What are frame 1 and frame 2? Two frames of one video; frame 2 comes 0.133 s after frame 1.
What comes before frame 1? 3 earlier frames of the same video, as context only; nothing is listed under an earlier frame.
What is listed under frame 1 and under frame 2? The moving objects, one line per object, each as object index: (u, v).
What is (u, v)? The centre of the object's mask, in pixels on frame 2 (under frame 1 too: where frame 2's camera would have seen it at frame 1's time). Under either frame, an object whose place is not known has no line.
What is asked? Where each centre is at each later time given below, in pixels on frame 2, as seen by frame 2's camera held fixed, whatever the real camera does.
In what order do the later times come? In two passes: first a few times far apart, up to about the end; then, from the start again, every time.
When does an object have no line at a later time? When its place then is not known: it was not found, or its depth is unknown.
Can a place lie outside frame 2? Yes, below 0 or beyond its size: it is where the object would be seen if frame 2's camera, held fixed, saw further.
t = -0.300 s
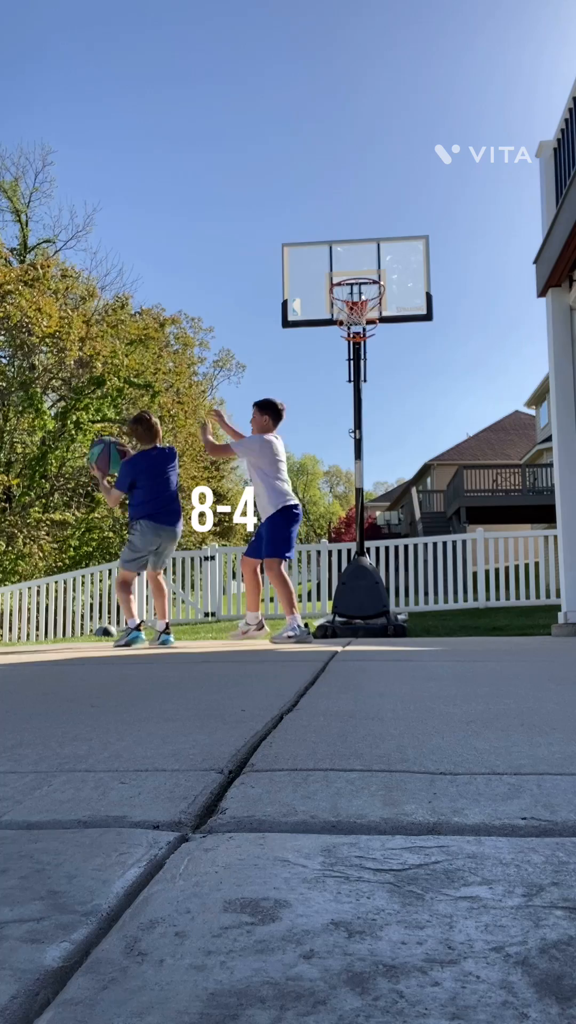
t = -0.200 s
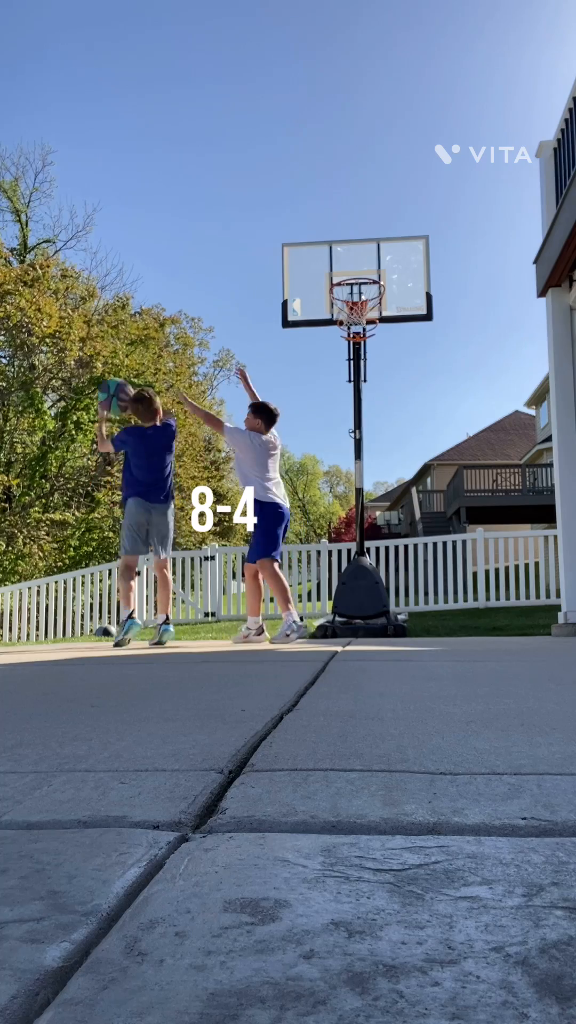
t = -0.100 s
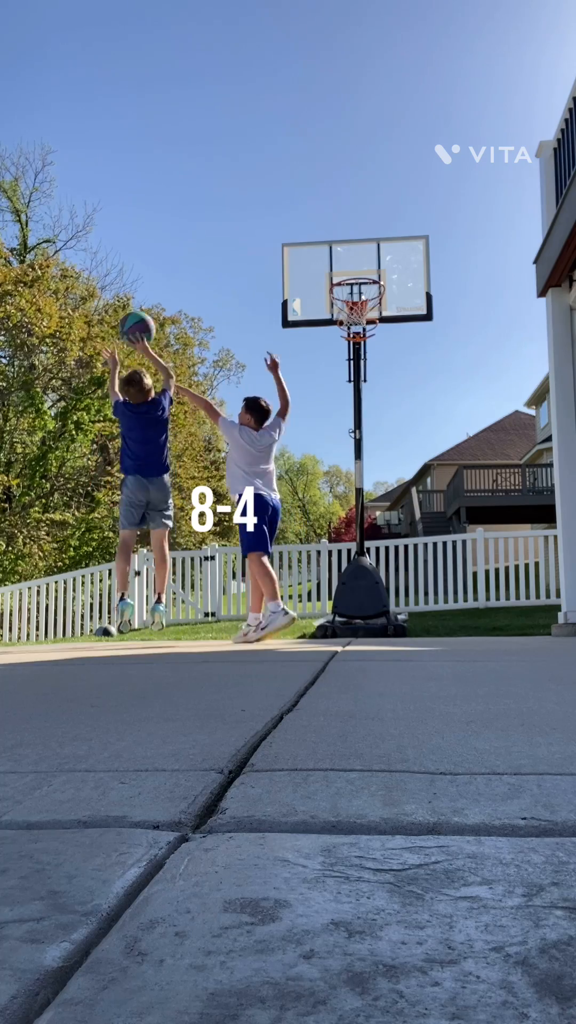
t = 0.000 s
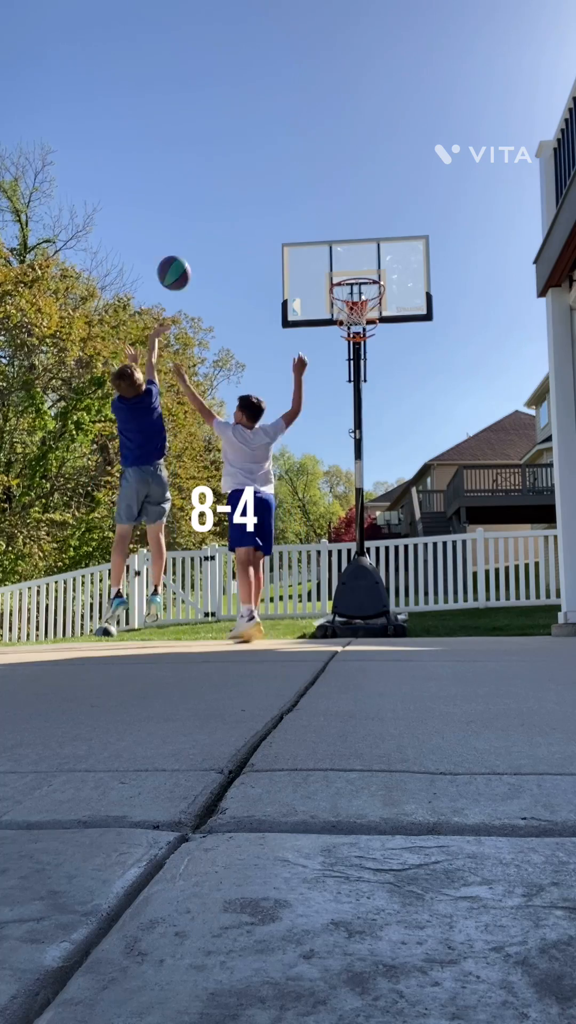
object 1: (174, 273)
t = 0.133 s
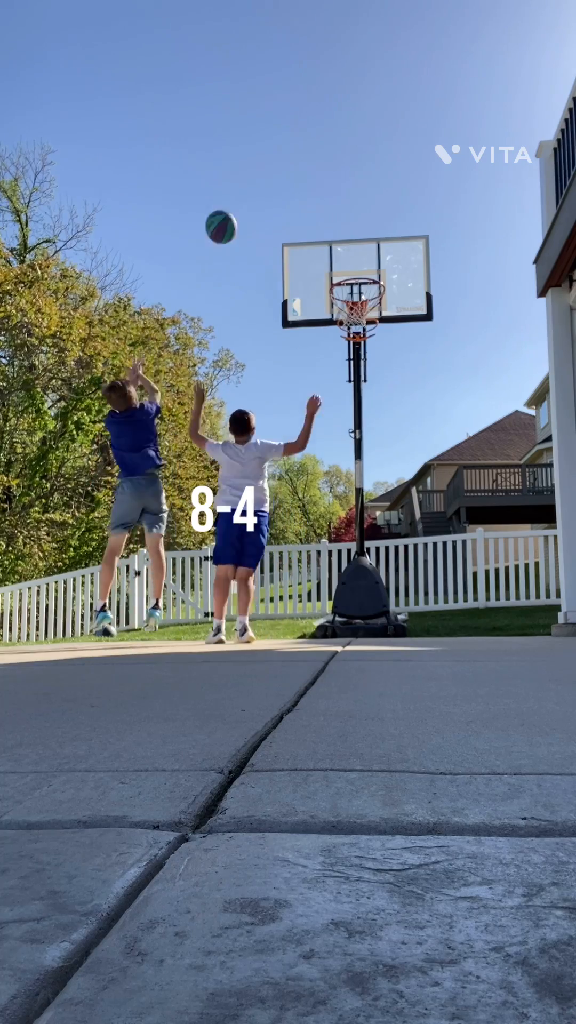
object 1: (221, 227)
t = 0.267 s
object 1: (262, 206)
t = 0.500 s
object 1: (324, 221)
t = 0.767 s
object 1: (381, 287)
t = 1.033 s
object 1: (411, 279)
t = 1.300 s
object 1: (445, 348)
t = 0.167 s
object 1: (232, 219)
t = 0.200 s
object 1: (242, 214)
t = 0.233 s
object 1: (252, 209)
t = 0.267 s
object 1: (262, 206)
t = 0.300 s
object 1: (272, 205)
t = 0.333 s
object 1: (281, 205)
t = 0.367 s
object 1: (290, 206)
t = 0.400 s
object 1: (299, 208)
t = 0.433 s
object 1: (307, 211)
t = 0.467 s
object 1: (316, 216)
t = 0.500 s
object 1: (324, 221)
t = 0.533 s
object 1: (332, 228)
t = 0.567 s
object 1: (340, 236)
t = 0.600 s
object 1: (347, 245)
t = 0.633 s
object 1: (354, 255)
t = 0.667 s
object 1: (362, 265)
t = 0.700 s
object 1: (370, 277)
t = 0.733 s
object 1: (377, 287)
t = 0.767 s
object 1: (381, 287)
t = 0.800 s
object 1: (385, 284)
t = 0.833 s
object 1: (389, 280)
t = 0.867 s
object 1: (392, 277)
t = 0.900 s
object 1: (396, 275)
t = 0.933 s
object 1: (399, 275)
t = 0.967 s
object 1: (403, 275)
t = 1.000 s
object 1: (407, 277)
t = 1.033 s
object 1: (411, 279)
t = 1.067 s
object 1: (415, 283)
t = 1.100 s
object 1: (419, 289)
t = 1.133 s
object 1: (423, 295)
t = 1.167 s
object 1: (428, 303)
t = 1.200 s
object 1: (432, 312)
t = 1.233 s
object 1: (436, 323)
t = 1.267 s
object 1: (441, 334)
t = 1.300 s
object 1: (445, 348)
